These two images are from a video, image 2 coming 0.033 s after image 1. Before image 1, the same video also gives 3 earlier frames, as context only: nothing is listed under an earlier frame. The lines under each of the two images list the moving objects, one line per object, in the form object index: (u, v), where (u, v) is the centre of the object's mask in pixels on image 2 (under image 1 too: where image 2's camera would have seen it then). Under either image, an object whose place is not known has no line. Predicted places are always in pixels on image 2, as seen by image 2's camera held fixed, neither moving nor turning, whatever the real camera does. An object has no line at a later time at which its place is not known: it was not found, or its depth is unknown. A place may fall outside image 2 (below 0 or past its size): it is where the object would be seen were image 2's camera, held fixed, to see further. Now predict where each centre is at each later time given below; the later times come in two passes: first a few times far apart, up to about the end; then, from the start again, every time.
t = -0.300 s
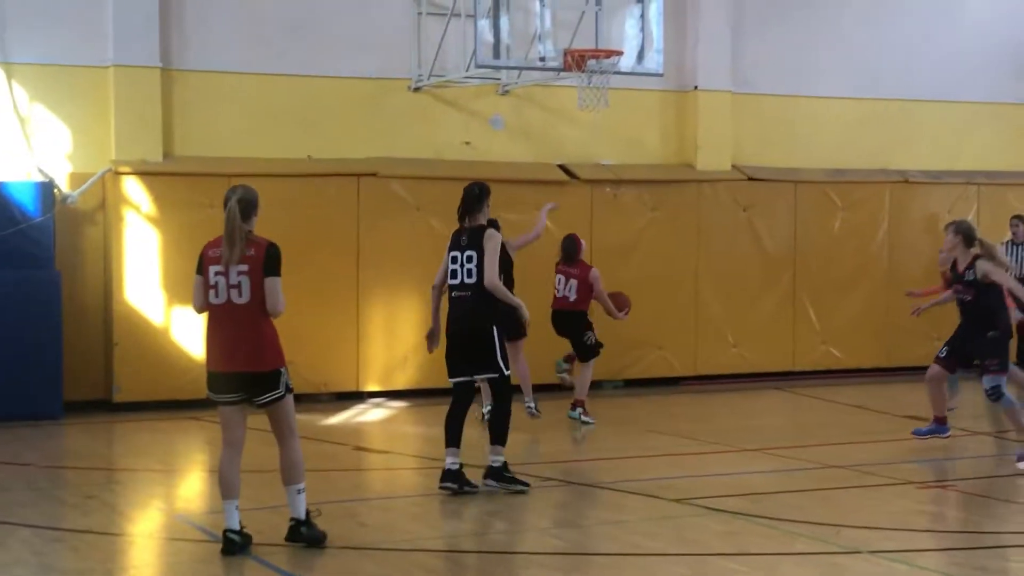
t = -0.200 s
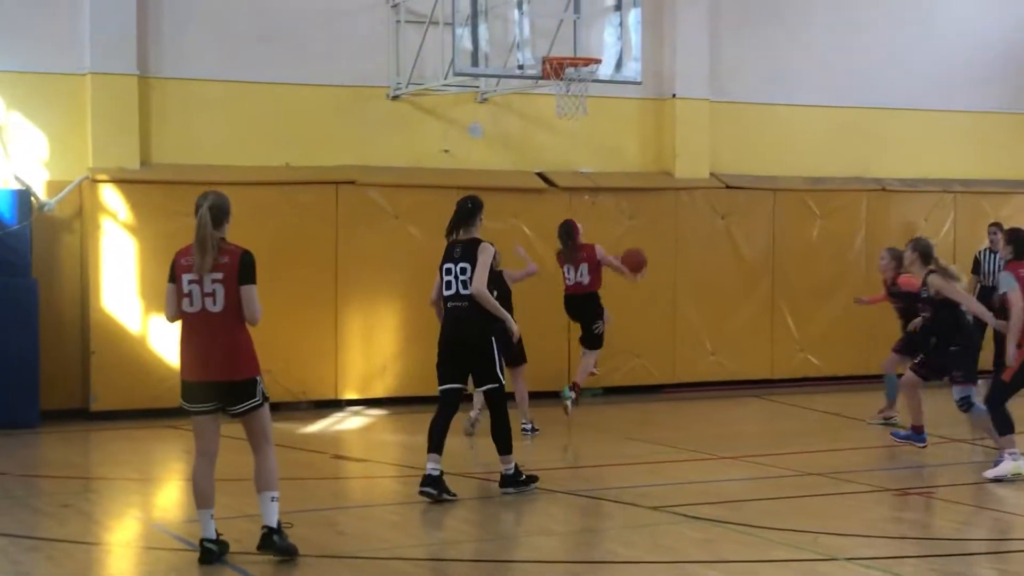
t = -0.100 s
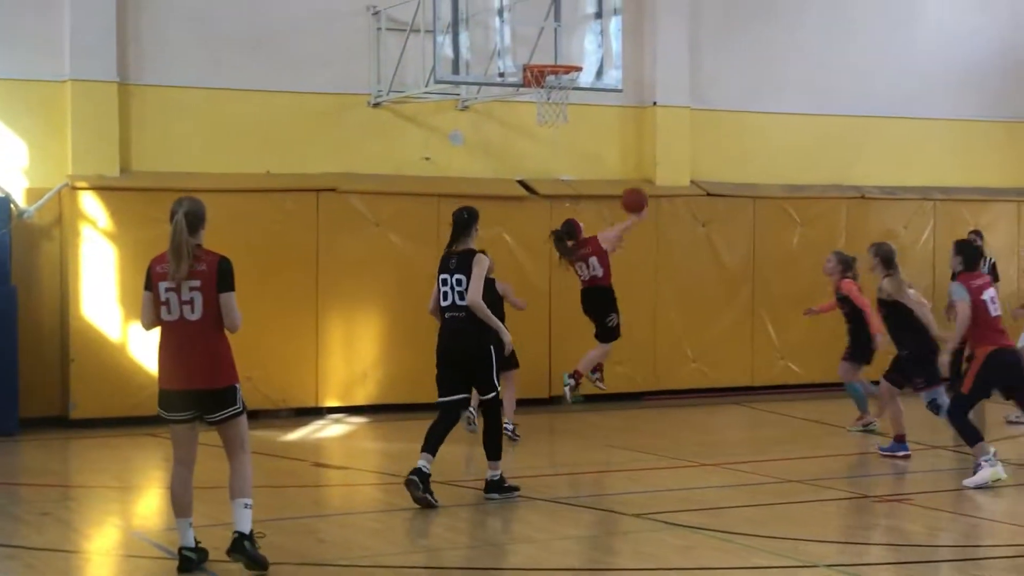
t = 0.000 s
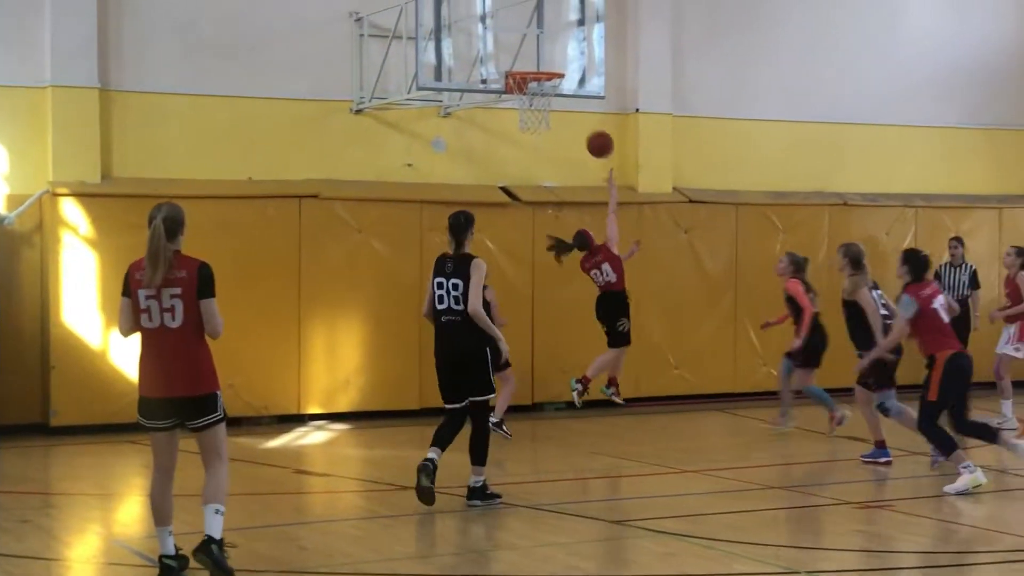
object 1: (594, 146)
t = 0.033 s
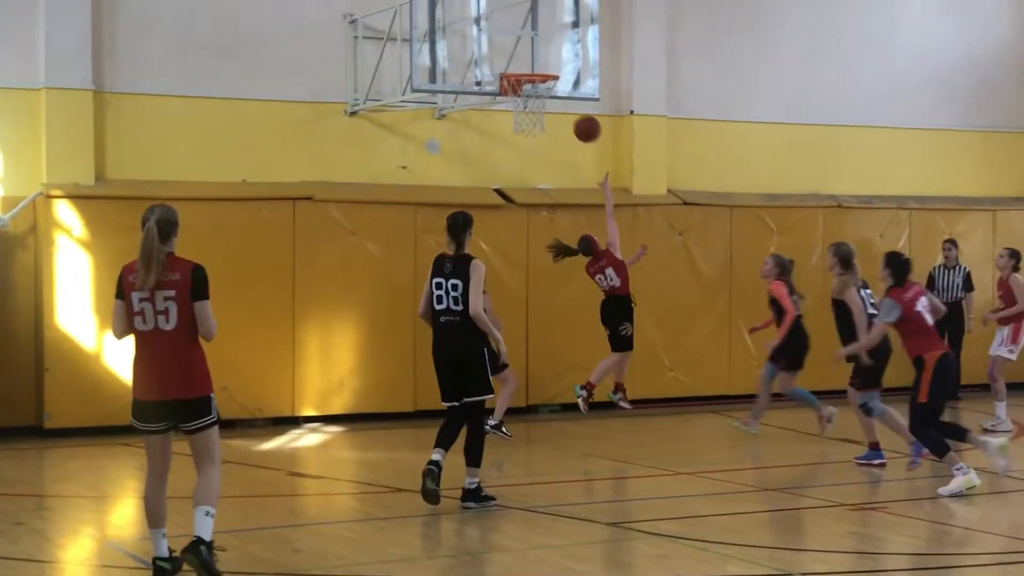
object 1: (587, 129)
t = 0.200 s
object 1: (550, 59)
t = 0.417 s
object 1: (531, 43)
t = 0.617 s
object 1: (525, 68)
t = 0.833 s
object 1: (555, 102)
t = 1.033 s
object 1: (550, 135)
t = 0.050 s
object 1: (583, 120)
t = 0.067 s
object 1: (579, 113)
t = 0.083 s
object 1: (576, 105)
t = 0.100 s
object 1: (573, 98)
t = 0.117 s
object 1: (569, 90)
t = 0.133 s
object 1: (566, 83)
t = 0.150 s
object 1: (562, 76)
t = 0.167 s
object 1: (558, 68)
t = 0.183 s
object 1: (554, 63)
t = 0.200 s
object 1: (550, 59)
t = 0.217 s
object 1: (546, 54)
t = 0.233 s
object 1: (545, 52)
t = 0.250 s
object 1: (544, 49)
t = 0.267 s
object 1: (543, 47)
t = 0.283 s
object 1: (541, 46)
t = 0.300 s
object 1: (540, 44)
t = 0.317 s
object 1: (539, 43)
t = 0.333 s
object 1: (538, 43)
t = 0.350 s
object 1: (536, 42)
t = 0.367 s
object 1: (535, 42)
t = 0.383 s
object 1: (534, 42)
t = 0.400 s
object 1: (533, 43)
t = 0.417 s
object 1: (531, 43)
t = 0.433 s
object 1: (530, 44)
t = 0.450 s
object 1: (529, 46)
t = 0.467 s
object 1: (528, 48)
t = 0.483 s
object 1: (526, 50)
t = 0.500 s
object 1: (525, 52)
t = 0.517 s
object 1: (523, 55)
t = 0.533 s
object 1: (522, 58)
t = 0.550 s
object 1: (521, 61)
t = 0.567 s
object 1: (519, 63)
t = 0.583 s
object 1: (518, 65)
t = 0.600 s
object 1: (520, 67)
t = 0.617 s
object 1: (525, 68)
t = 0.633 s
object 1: (528, 69)
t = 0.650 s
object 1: (533, 79)
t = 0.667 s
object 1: (542, 89)
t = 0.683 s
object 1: (541, 86)
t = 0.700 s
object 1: (544, 91)
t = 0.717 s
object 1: (548, 93)
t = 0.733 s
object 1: (550, 95)
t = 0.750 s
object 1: (552, 97)
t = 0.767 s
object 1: (553, 98)
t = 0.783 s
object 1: (554, 100)
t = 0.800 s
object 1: (555, 101)
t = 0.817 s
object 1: (555, 102)
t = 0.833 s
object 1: (555, 102)
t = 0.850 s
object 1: (555, 104)
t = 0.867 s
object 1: (554, 105)
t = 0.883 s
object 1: (554, 107)
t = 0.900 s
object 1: (554, 109)
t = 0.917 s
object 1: (553, 111)
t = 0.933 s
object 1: (553, 113)
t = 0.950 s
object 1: (552, 114)
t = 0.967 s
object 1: (552, 119)
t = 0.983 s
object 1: (552, 123)
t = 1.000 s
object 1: (551, 127)
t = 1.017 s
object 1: (551, 130)
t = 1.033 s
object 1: (550, 135)
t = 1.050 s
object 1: (549, 139)
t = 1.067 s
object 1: (549, 144)
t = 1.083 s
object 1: (548, 150)
